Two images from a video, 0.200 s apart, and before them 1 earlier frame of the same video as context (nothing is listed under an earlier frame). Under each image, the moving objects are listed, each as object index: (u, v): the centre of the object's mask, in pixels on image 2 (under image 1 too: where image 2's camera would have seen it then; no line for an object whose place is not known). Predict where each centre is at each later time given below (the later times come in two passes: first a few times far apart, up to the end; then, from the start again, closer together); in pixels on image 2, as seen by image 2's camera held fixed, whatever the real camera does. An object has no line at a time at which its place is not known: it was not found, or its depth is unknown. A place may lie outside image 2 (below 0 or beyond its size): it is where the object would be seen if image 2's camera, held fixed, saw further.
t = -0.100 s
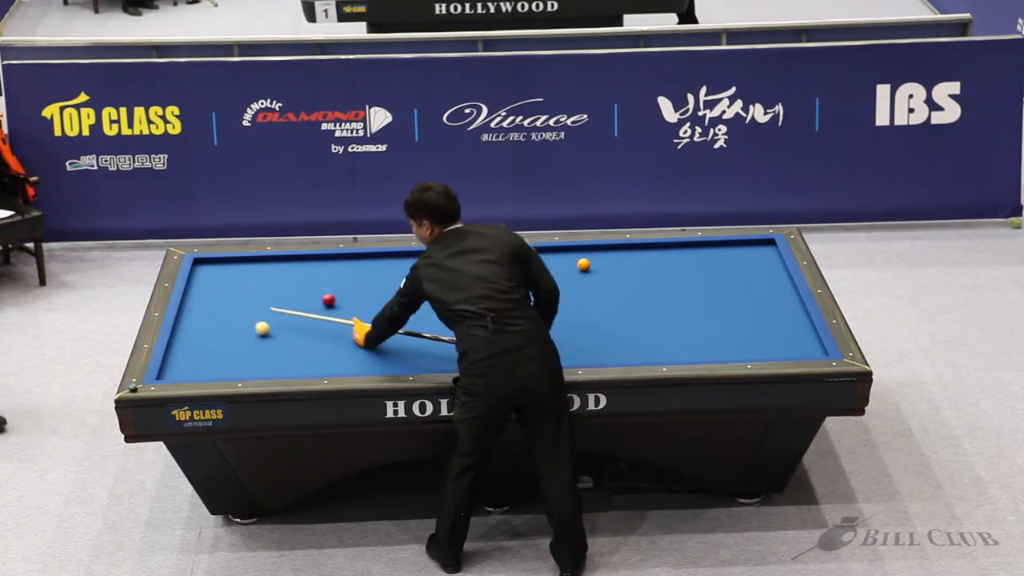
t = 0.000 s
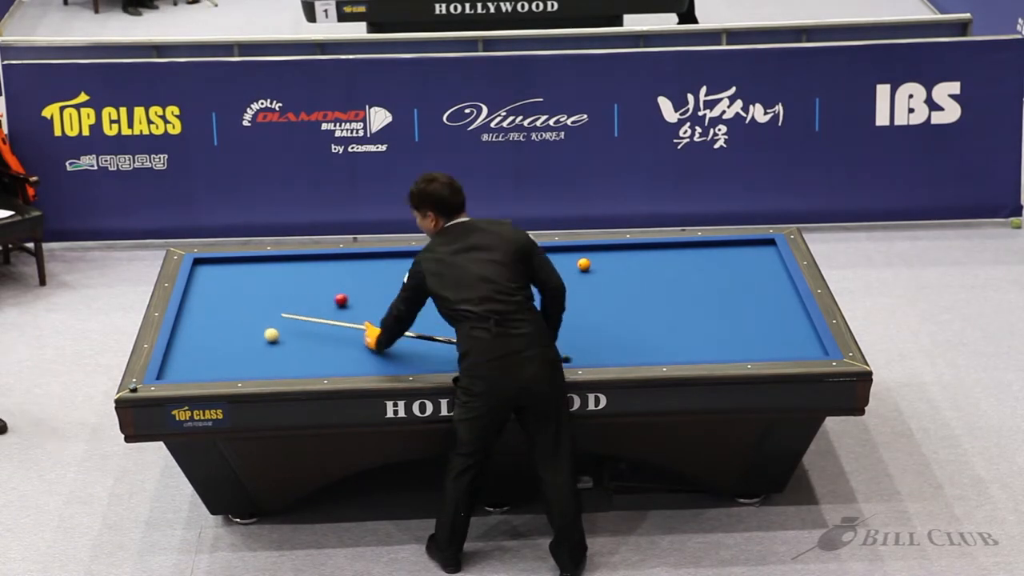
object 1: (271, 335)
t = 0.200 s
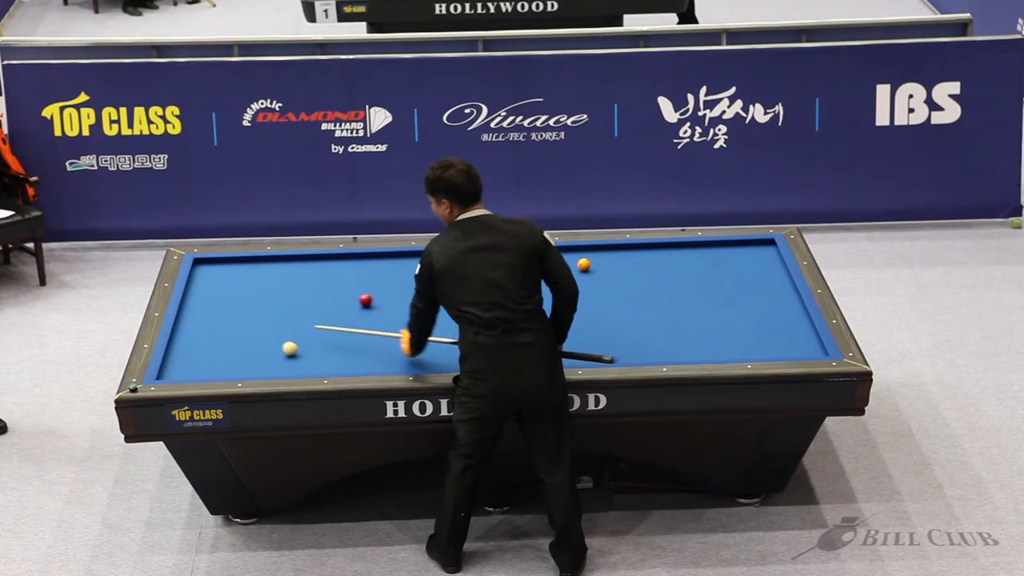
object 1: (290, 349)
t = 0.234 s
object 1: (293, 351)
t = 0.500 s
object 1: (318, 368)
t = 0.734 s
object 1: (347, 362)
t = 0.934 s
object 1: (372, 353)
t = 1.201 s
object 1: (403, 342)
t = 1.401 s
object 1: (425, 333)
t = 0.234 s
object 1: (293, 351)
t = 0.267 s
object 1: (296, 353)
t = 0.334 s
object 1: (302, 358)
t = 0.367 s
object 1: (305, 360)
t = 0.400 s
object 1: (308, 362)
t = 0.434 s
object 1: (311, 365)
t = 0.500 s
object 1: (318, 368)
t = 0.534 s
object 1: (321, 369)
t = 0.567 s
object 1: (325, 369)
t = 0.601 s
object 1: (329, 367)
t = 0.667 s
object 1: (338, 365)
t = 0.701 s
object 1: (343, 363)
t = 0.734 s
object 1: (347, 362)
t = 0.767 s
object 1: (351, 361)
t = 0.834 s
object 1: (359, 358)
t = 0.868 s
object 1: (363, 356)
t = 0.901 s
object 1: (367, 355)
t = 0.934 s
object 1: (372, 353)
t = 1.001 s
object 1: (379, 350)
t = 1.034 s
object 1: (383, 349)
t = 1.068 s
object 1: (387, 347)
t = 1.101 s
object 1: (391, 346)
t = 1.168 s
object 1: (399, 343)
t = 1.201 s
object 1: (403, 342)
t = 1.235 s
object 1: (407, 340)
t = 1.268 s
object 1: (411, 339)
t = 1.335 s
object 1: (418, 336)
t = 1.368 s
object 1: (422, 335)
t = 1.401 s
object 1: (425, 333)
